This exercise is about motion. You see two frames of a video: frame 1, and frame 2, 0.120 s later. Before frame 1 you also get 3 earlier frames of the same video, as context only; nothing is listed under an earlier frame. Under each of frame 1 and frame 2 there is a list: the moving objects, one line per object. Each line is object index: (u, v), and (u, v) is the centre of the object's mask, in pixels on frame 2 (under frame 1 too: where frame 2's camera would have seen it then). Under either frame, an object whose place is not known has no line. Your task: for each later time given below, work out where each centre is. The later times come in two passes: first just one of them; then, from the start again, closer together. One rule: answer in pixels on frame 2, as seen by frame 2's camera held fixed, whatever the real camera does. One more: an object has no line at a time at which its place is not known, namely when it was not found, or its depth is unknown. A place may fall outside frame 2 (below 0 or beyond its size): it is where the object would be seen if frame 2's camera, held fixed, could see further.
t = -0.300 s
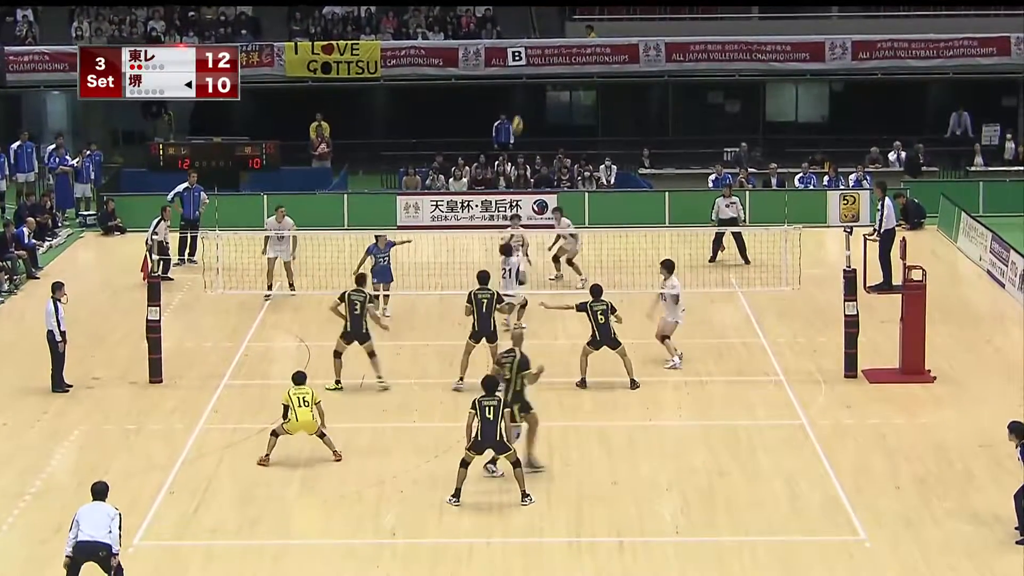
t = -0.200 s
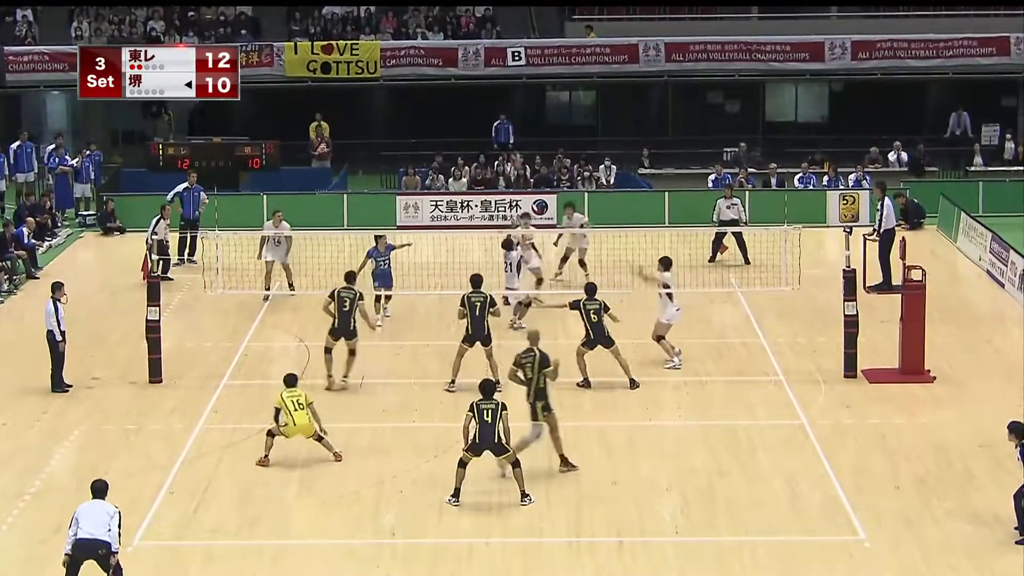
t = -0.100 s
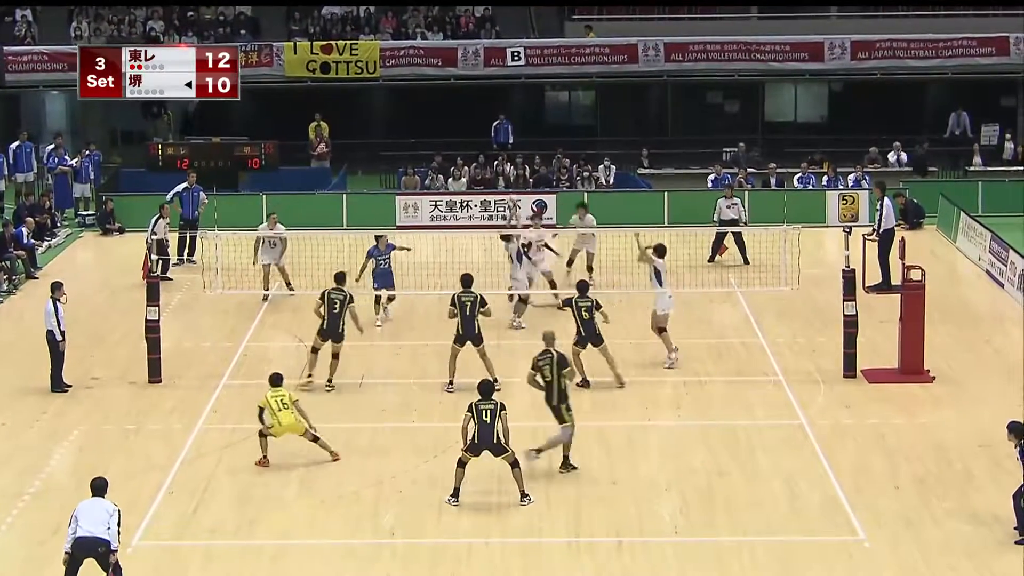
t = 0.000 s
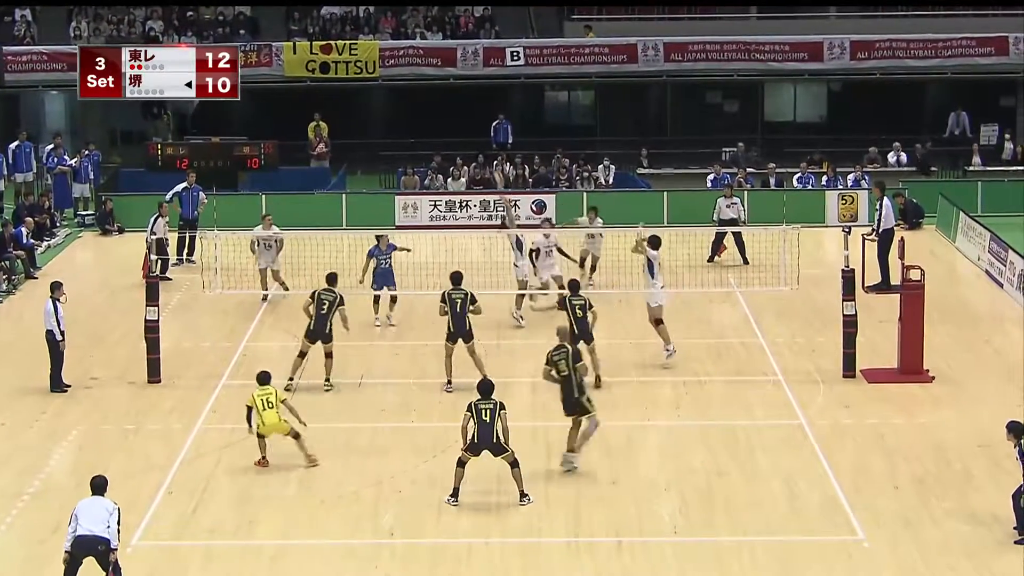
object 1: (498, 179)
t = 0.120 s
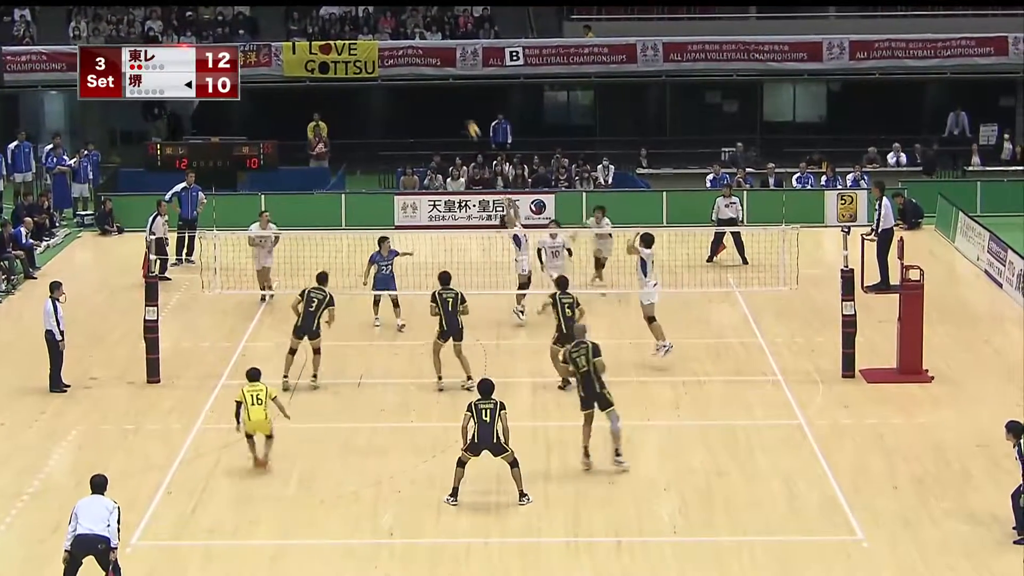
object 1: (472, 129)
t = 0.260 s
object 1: (447, 87)
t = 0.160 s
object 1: (465, 116)
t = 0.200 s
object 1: (458, 104)
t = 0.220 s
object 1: (454, 99)
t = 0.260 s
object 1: (447, 87)
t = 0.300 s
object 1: (440, 78)
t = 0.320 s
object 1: (436, 73)
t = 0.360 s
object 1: (428, 63)
